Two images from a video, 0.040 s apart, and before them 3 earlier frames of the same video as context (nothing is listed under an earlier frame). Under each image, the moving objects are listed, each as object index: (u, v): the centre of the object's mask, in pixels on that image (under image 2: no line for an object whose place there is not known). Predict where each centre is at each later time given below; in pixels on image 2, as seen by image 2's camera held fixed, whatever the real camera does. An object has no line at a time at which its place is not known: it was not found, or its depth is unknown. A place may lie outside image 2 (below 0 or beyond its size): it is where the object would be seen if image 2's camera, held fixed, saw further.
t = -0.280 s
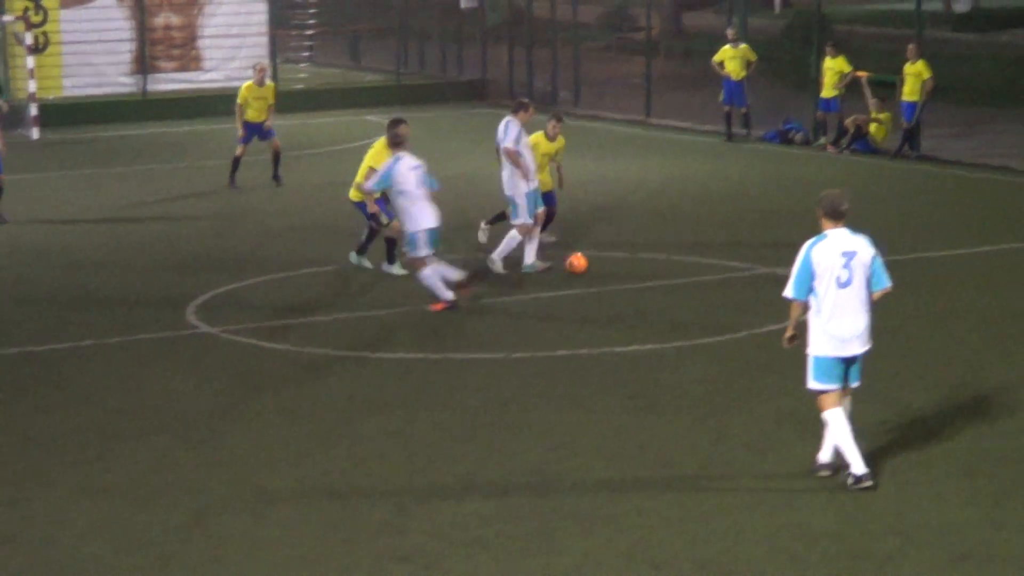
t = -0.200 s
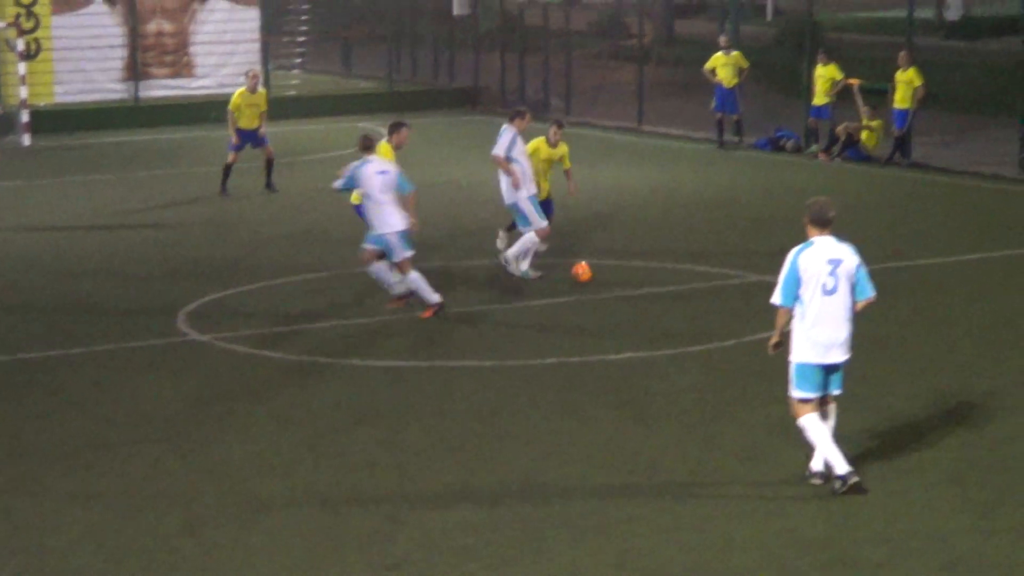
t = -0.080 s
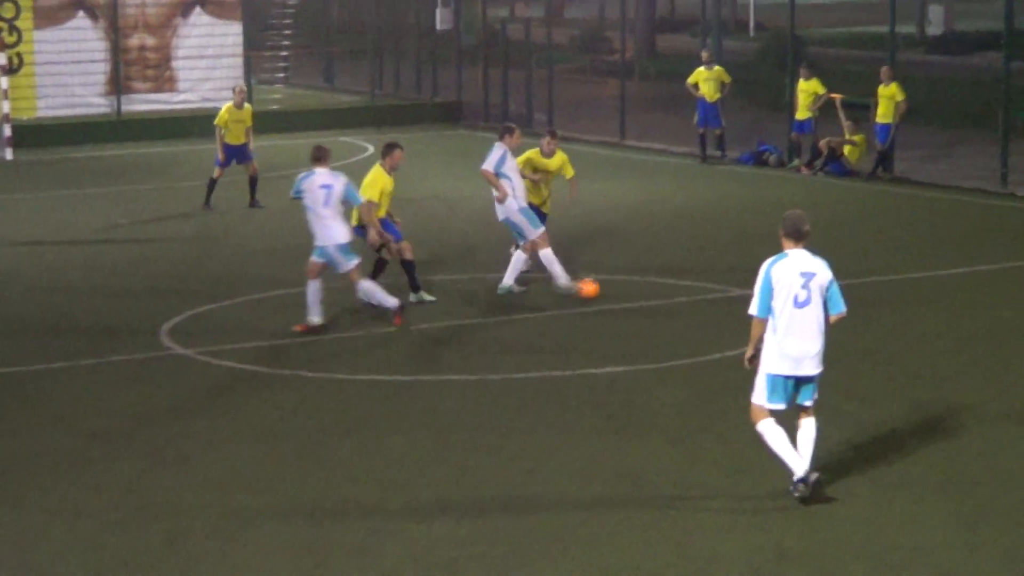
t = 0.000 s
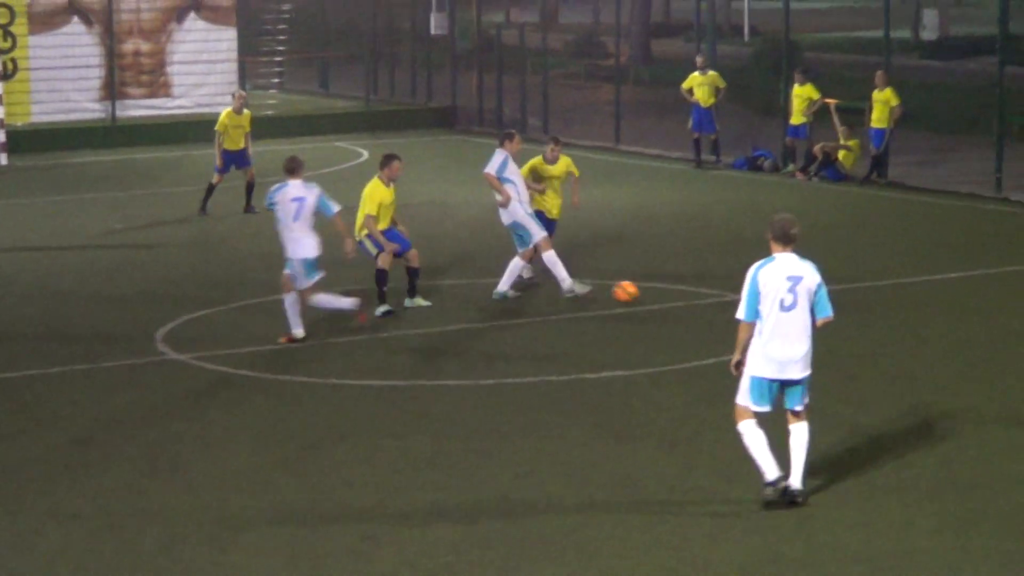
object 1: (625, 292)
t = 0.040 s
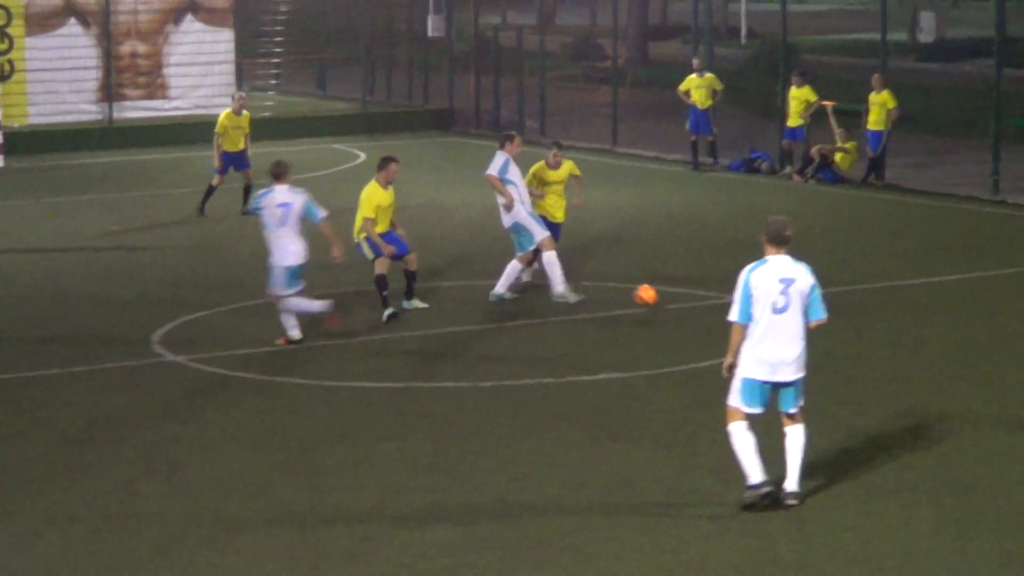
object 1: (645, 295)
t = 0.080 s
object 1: (669, 298)
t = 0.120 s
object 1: (691, 303)
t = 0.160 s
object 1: (710, 307)
